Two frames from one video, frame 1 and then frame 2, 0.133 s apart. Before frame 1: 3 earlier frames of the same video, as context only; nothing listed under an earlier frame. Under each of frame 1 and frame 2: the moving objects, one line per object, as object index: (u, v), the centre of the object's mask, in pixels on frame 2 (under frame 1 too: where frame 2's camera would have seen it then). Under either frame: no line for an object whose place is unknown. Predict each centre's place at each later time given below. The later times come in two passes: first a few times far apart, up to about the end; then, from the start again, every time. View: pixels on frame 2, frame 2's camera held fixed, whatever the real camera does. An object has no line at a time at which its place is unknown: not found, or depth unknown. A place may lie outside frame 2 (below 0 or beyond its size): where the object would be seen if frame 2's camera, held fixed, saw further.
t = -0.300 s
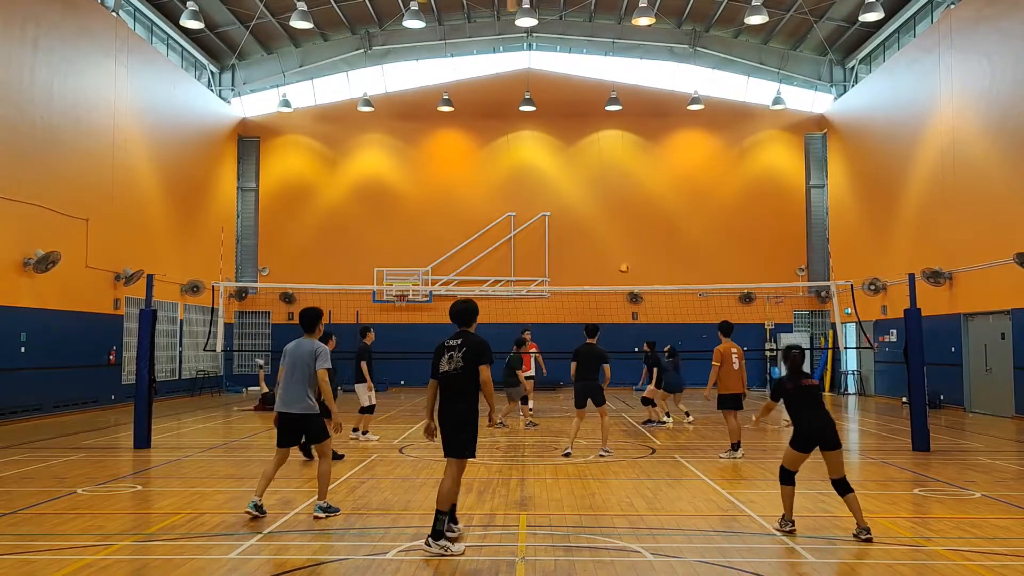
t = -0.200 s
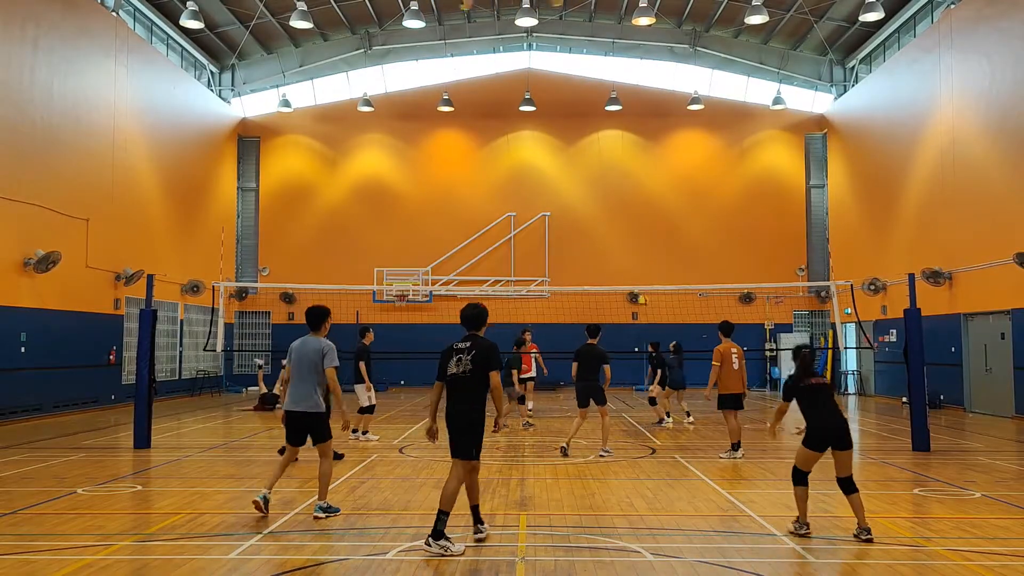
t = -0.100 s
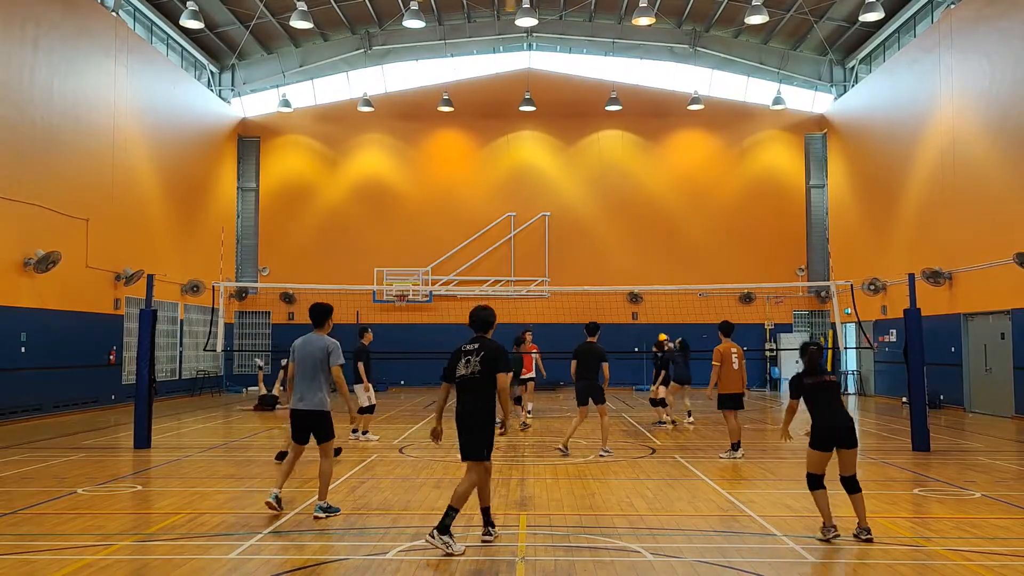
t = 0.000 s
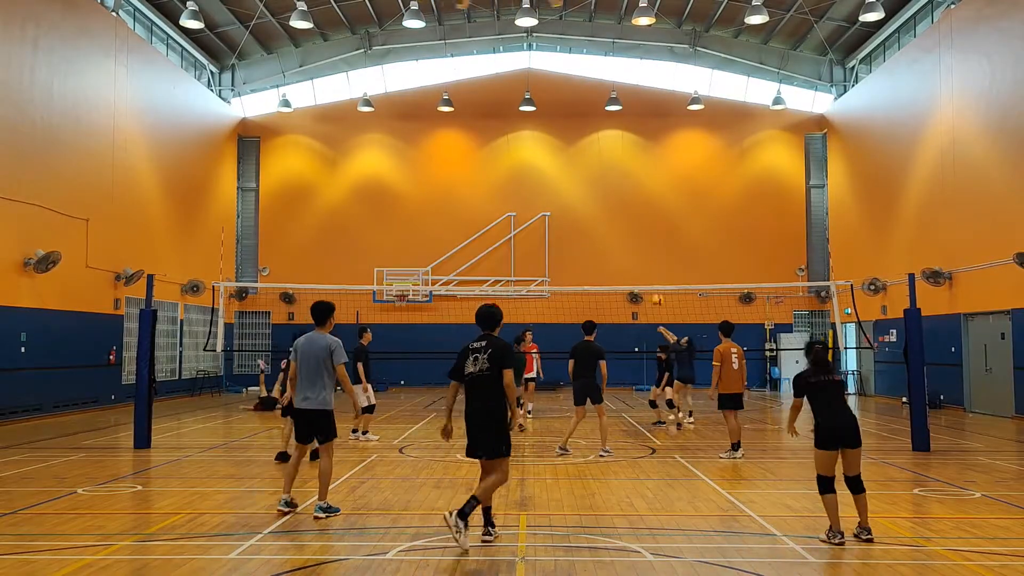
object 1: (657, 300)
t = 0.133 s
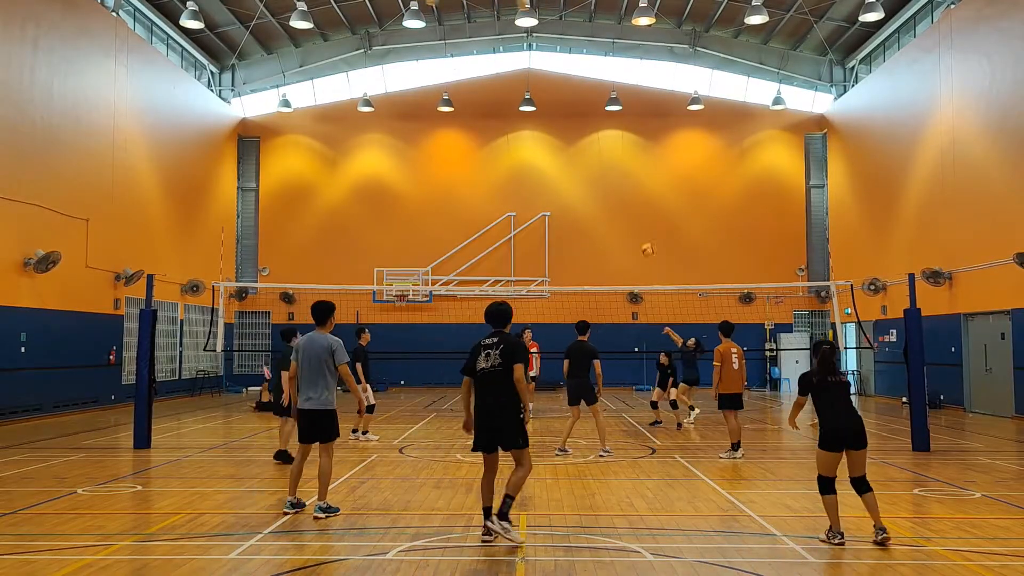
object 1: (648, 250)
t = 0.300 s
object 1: (634, 195)
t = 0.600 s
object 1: (600, 117)
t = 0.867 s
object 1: (556, 90)
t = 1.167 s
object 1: (486, 138)
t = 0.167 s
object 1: (645, 237)
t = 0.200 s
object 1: (642, 227)
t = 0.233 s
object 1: (640, 215)
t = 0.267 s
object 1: (637, 204)
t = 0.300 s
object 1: (634, 195)
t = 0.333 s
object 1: (630, 185)
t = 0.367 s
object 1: (627, 175)
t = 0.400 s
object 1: (624, 167)
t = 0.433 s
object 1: (620, 158)
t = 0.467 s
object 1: (615, 148)
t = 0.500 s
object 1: (612, 141)
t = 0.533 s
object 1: (607, 132)
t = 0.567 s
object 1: (603, 124)
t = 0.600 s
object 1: (600, 117)
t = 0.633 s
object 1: (595, 112)
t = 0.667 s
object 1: (589, 107)
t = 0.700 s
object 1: (585, 102)
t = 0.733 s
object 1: (579, 99)
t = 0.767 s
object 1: (573, 95)
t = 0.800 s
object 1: (568, 93)
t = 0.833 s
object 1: (562, 92)
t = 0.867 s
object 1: (556, 90)
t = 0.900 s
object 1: (549, 92)
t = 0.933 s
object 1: (542, 93)
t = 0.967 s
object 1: (535, 94)
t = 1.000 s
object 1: (528, 99)
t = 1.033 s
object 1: (520, 102)
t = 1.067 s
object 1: (512, 110)
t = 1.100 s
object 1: (504, 117)
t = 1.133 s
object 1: (496, 125)
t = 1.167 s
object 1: (486, 138)
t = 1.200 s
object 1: (477, 151)
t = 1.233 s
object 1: (466, 166)
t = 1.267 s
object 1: (455, 184)
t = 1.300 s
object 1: (445, 203)
